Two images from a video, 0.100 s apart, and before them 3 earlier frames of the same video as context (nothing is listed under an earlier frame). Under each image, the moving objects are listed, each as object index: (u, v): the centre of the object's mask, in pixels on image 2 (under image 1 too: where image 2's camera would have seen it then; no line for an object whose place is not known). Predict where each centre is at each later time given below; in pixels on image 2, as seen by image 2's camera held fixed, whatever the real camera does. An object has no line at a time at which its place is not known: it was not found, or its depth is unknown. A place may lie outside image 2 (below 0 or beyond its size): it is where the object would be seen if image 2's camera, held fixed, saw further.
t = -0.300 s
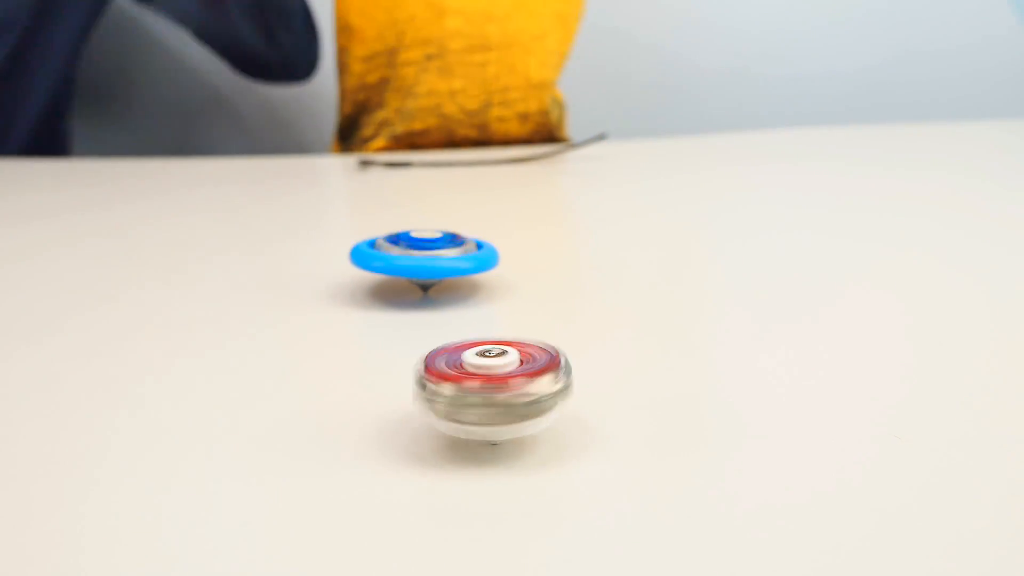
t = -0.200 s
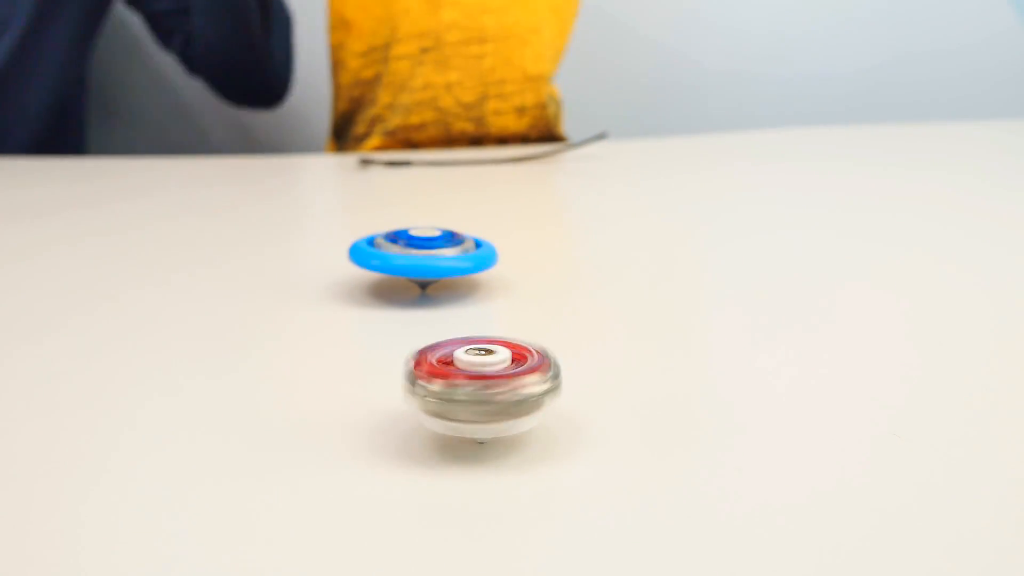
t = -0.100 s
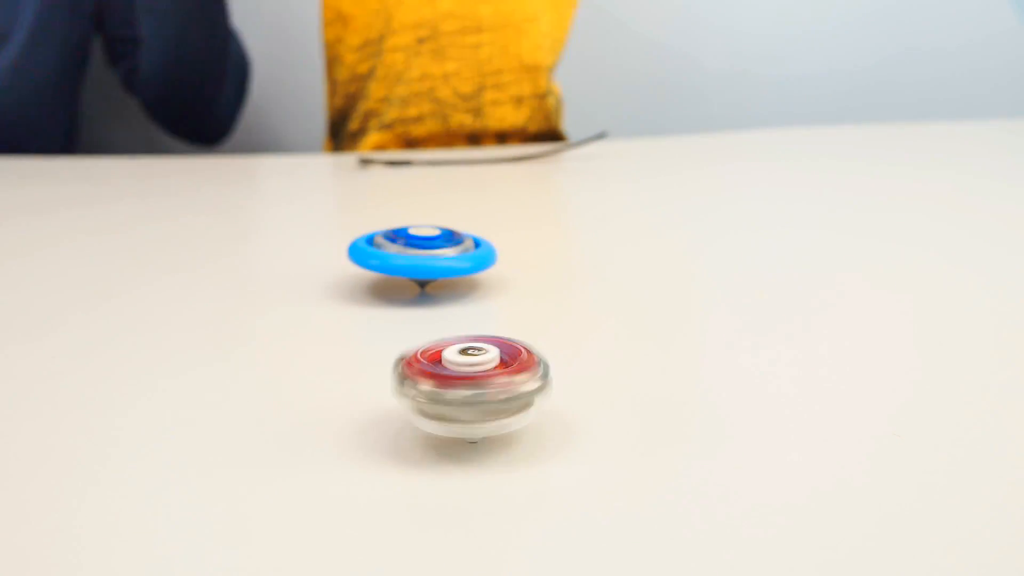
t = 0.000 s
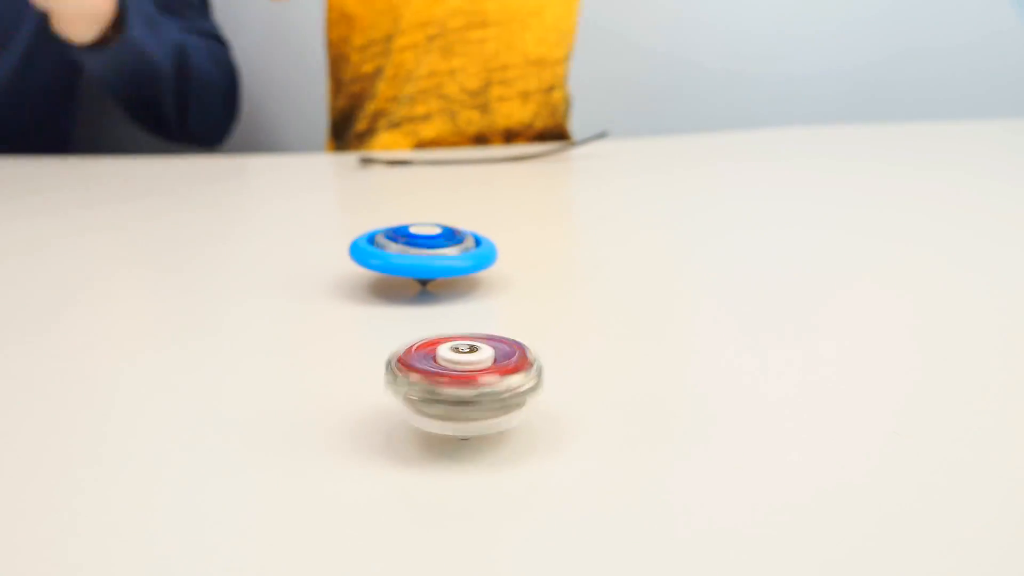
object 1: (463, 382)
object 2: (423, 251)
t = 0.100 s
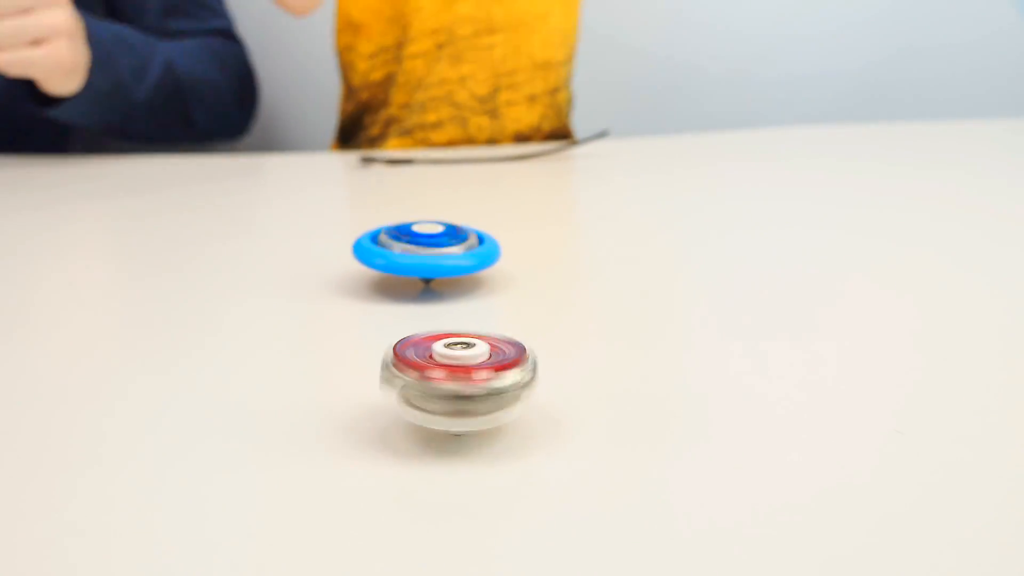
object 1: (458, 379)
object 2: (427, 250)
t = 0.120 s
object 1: (458, 378)
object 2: (428, 250)
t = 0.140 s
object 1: (457, 378)
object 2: (428, 250)
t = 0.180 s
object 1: (456, 377)
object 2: (430, 249)
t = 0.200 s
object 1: (455, 376)
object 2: (429, 249)
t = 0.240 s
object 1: (454, 375)
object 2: (430, 250)
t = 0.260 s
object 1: (455, 375)
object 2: (430, 250)
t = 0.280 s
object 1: (453, 374)
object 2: (431, 250)
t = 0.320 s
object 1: (453, 373)
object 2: (431, 250)
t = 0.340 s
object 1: (456, 372)
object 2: (432, 251)
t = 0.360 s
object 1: (455, 372)
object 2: (432, 251)
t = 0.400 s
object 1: (458, 370)
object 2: (433, 251)
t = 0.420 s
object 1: (461, 369)
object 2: (433, 251)
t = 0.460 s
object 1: (463, 367)
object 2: (434, 251)
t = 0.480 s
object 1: (464, 367)
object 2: (435, 251)
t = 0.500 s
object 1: (466, 365)
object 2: (434, 251)
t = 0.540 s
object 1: (470, 364)
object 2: (436, 251)
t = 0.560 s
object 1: (472, 364)
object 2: (435, 251)
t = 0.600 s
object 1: (475, 363)
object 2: (437, 251)
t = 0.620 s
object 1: (477, 362)
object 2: (437, 250)
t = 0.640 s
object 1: (479, 362)
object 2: (438, 250)
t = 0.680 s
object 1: (481, 361)
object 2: (438, 251)
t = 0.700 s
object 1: (482, 361)
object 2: (438, 251)
